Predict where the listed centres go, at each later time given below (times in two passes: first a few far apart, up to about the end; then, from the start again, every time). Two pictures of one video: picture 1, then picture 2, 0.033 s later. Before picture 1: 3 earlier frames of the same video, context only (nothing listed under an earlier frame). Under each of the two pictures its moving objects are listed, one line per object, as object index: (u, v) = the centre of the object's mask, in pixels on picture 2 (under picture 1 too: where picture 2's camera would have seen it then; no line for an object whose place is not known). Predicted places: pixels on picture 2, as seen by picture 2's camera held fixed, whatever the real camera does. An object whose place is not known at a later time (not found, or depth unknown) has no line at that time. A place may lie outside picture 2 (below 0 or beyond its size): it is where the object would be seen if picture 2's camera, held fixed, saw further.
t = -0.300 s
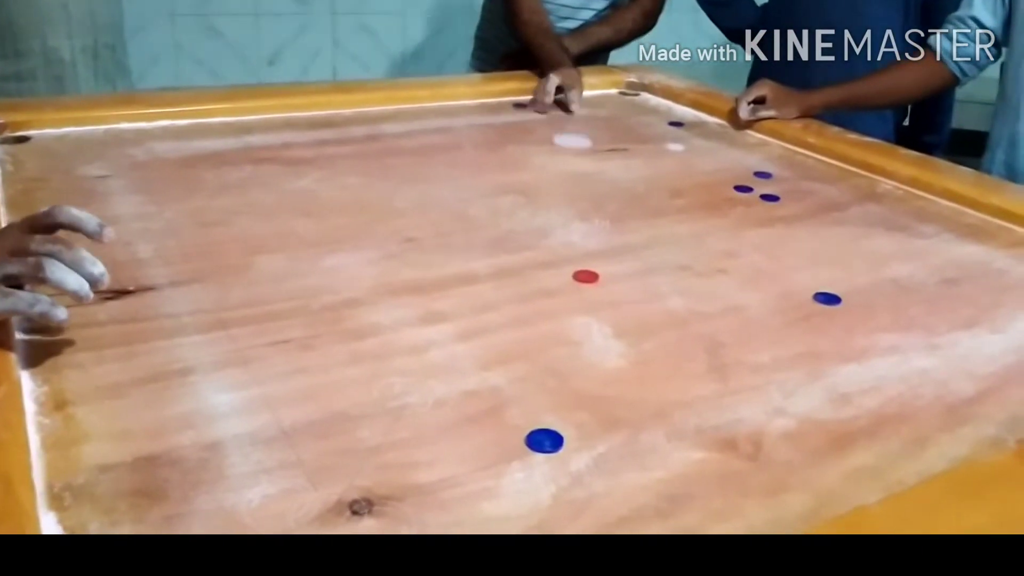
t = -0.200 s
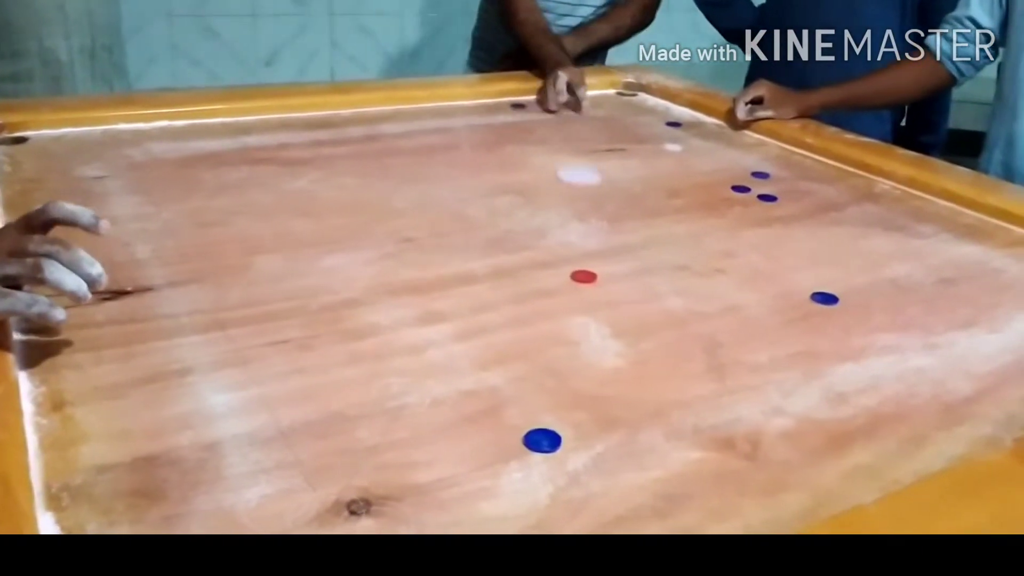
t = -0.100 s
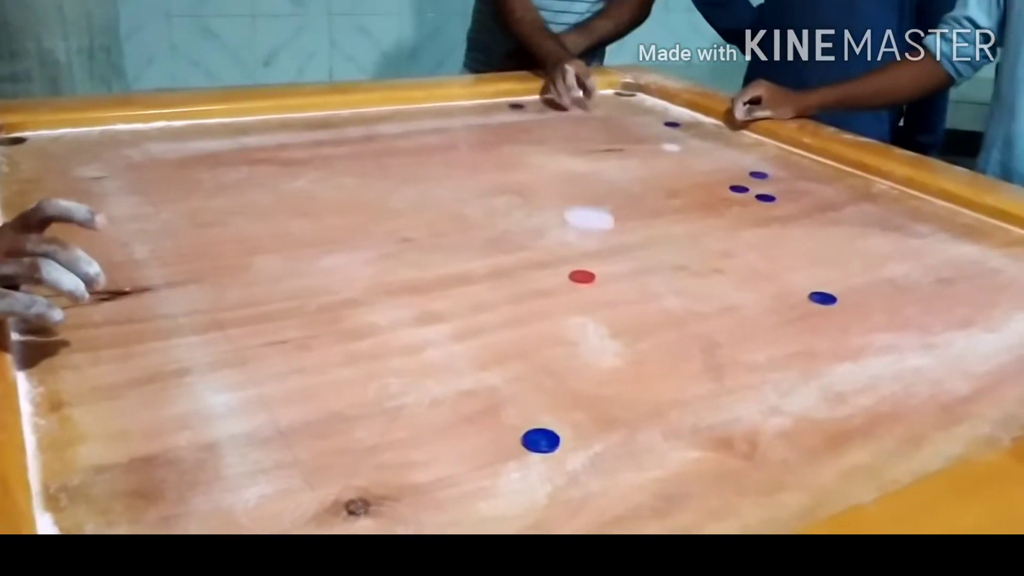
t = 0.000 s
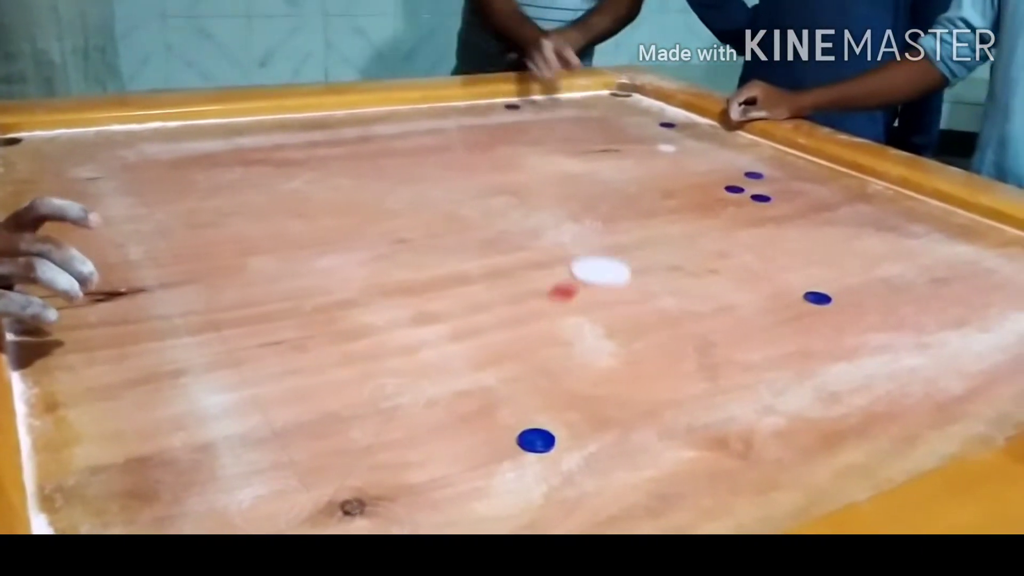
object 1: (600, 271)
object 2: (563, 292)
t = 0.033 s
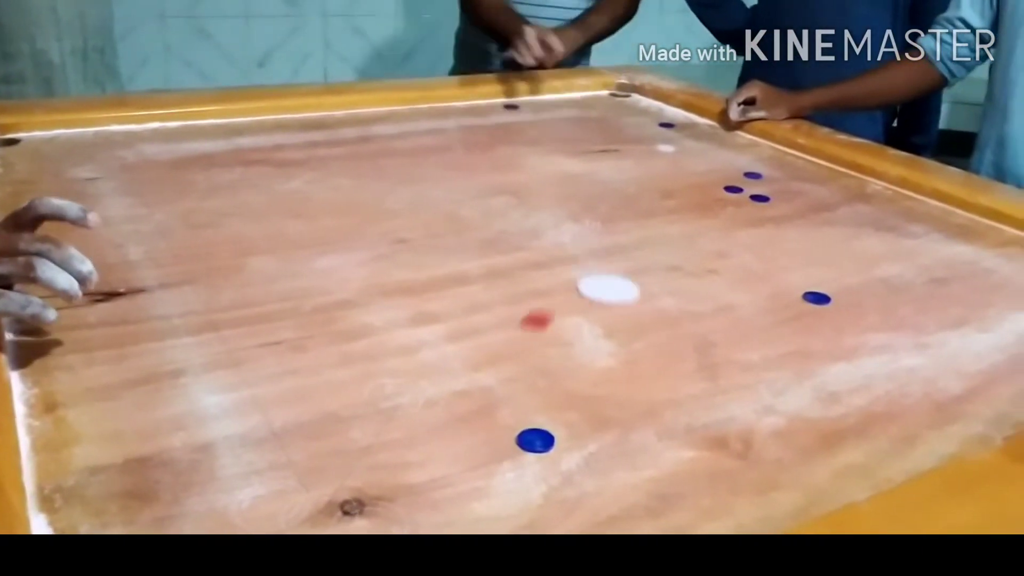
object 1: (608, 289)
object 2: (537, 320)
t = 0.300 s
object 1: (709, 495)
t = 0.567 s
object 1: (555, 444)
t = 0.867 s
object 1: (465, 399)
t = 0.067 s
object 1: (617, 308)
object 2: (507, 354)
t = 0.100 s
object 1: (628, 328)
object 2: (472, 393)
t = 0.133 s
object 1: (639, 351)
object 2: (432, 437)
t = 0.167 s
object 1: (651, 375)
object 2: (385, 488)
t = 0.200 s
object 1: (664, 401)
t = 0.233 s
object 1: (678, 430)
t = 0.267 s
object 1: (693, 461)
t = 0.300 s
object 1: (709, 495)
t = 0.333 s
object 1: (716, 516)
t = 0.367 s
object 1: (689, 509)
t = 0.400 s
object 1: (661, 496)
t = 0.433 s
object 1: (634, 484)
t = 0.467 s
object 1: (609, 472)
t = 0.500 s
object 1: (587, 461)
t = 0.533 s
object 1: (570, 452)
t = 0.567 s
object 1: (555, 444)
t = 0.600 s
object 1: (541, 438)
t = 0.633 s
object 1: (528, 432)
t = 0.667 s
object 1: (517, 425)
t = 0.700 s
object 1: (506, 420)
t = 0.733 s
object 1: (496, 415)
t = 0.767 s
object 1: (488, 411)
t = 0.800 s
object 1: (480, 406)
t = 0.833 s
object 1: (472, 403)
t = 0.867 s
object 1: (465, 399)
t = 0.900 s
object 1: (459, 396)
